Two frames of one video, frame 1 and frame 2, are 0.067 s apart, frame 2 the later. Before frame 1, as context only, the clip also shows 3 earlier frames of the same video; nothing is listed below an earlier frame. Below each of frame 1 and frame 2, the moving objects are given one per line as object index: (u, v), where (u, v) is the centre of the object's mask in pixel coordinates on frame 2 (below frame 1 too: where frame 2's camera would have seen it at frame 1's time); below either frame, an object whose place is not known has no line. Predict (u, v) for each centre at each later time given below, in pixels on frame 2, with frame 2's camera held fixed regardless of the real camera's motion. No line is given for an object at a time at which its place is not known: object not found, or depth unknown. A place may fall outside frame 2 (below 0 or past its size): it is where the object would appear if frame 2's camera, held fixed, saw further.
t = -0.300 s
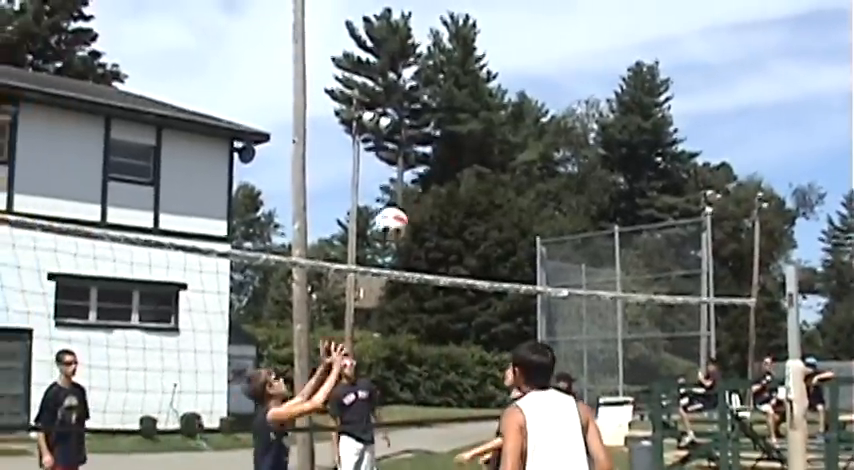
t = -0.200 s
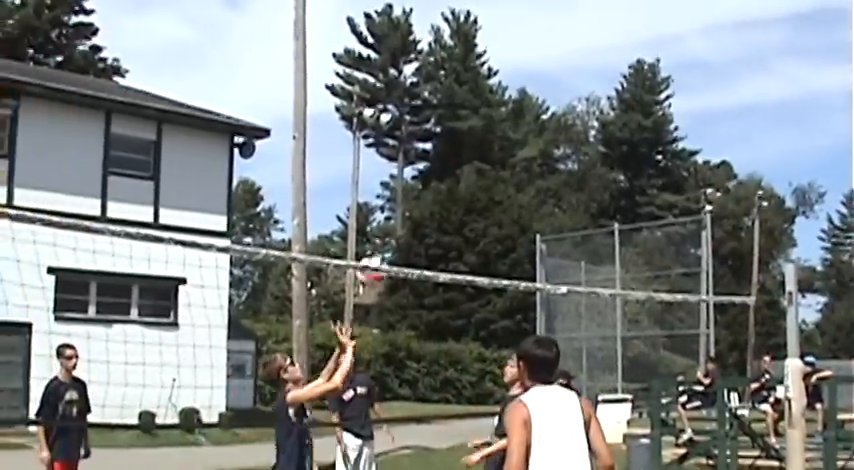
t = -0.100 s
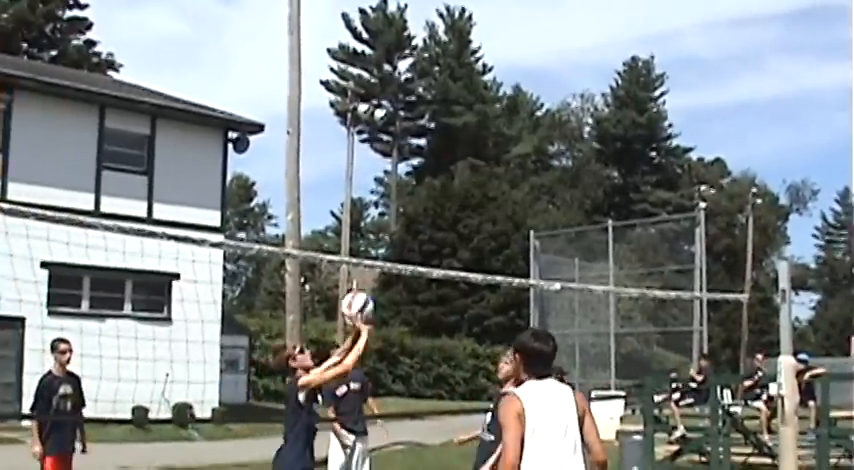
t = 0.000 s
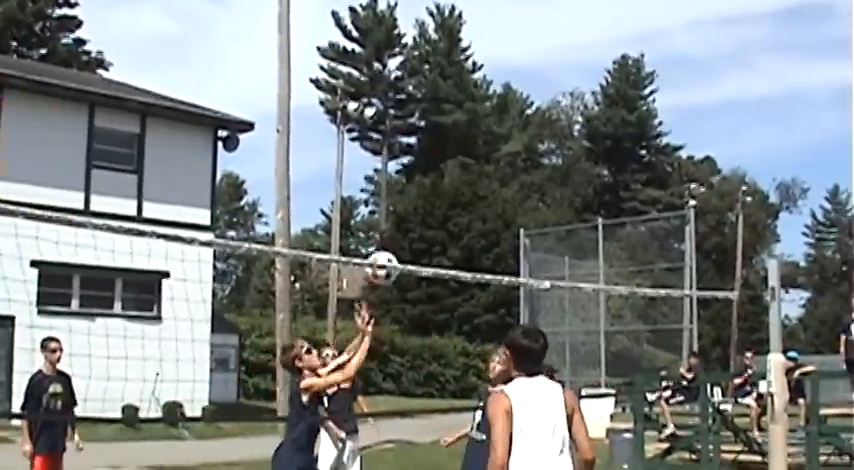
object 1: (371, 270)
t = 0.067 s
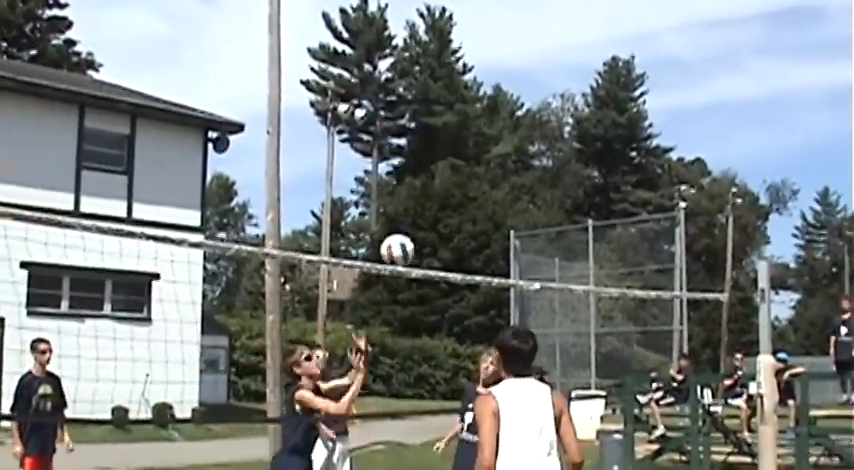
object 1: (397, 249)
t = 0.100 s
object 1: (410, 243)
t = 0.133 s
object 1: (423, 237)
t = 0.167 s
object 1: (437, 233)
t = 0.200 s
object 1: (450, 232)
